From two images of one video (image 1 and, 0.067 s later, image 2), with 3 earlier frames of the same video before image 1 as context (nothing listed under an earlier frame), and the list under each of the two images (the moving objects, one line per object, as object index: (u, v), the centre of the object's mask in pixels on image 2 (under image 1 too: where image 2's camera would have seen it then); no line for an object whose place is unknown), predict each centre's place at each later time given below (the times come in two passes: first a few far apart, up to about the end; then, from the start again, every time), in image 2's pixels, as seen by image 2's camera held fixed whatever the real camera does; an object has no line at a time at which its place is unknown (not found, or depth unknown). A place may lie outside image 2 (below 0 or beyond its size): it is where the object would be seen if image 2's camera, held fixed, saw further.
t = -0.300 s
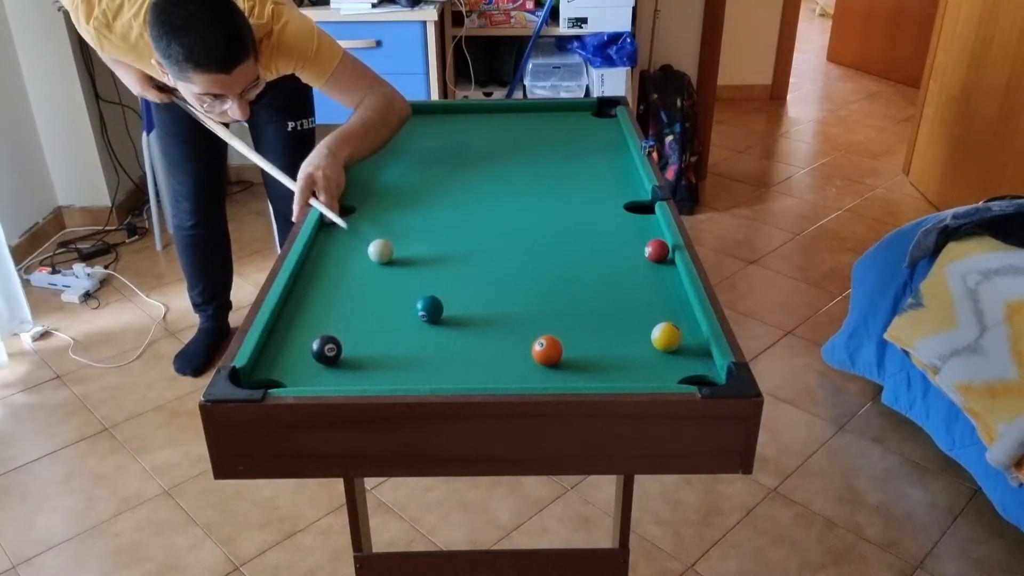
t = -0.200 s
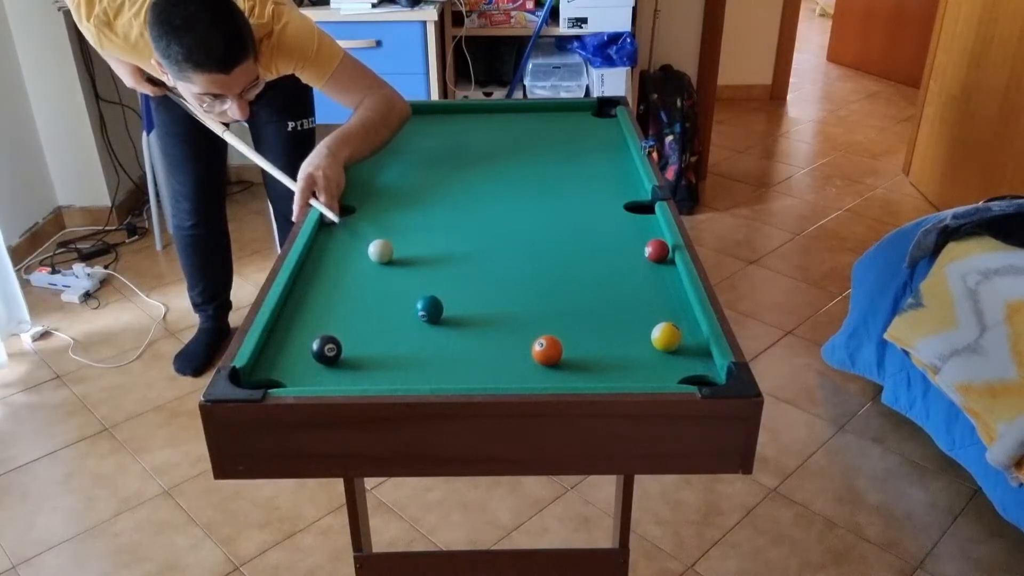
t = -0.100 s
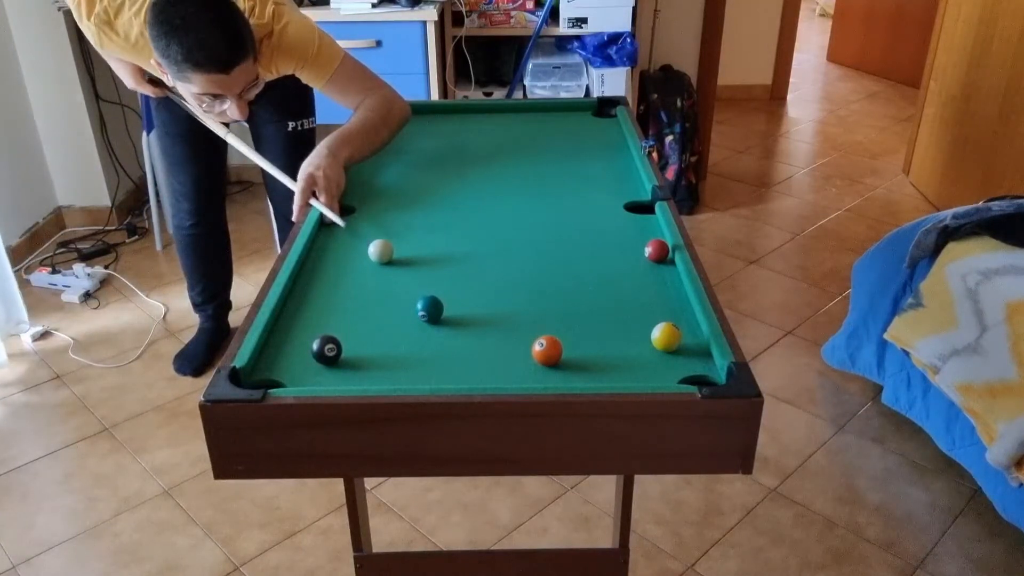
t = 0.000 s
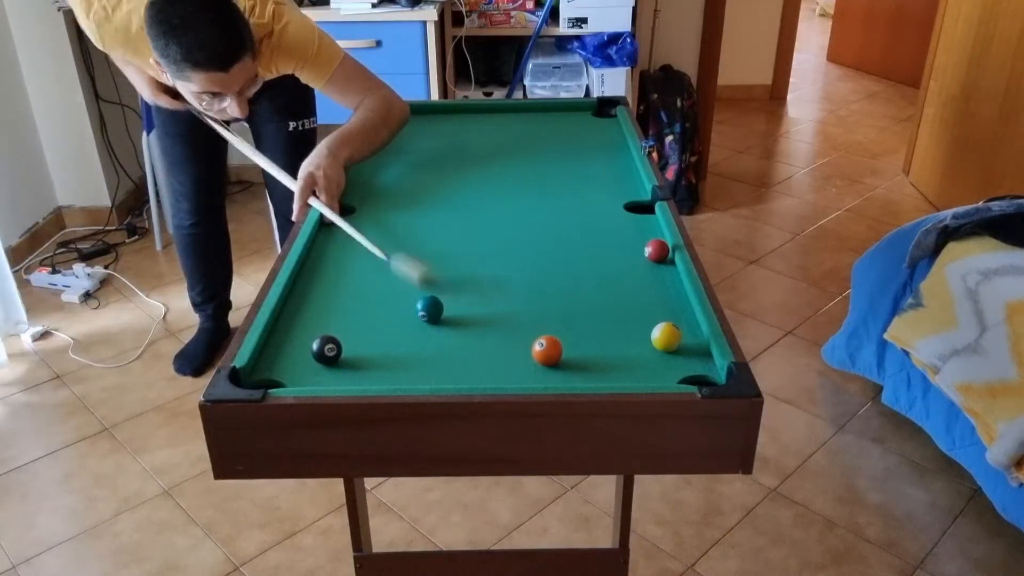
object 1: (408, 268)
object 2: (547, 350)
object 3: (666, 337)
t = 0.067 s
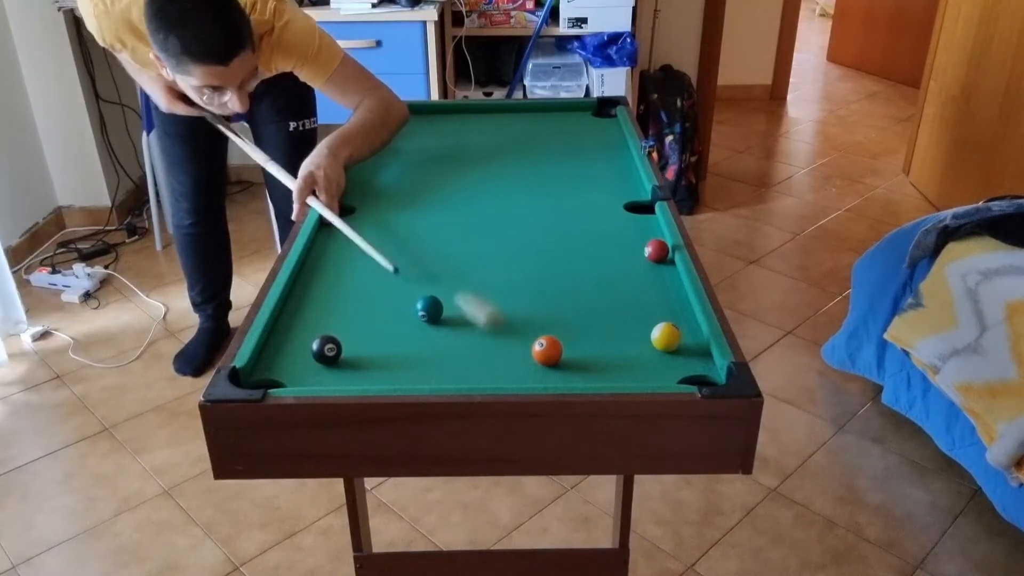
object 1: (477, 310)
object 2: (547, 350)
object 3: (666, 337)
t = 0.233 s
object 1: (515, 360)
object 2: (660, 355)
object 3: (665, 333)
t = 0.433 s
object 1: (506, 369)
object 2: (666, 341)
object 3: (673, 293)
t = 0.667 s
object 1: (491, 349)
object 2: (624, 327)
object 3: (655, 261)
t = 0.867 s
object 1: (481, 336)
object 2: (593, 317)
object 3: (641, 256)
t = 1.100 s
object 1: (473, 321)
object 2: (564, 306)
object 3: (629, 251)
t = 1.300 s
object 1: (468, 311)
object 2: (544, 297)
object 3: (621, 247)
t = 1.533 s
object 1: (464, 301)
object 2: (525, 289)
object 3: (615, 244)
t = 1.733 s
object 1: (461, 295)
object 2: (512, 282)
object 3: (612, 243)
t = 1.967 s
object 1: (458, 288)
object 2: (500, 276)
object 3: (610, 243)
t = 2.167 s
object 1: (457, 283)
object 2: (493, 271)
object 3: (610, 243)
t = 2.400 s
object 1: (458, 279)
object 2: (486, 266)
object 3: (610, 243)
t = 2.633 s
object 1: (458, 276)
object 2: (483, 263)
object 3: (610, 243)
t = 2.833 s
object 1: (458, 275)
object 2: (481, 261)
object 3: (610, 243)
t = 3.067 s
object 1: (459, 275)
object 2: (480, 260)
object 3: (610, 243)
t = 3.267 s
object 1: (460, 275)
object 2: (480, 260)
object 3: (610, 243)
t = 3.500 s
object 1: (460, 275)
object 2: (480, 260)
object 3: (610, 243)
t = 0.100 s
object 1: (511, 332)
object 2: (547, 350)
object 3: (665, 337)
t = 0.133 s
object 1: (520, 341)
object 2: (576, 362)
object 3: (665, 337)
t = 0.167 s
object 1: (516, 348)
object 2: (615, 372)
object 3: (666, 337)
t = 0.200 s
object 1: (516, 353)
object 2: (641, 363)
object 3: (665, 337)
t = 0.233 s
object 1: (515, 360)
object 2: (660, 355)
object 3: (665, 333)
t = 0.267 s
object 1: (515, 365)
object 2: (681, 352)
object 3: (666, 327)
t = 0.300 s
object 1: (515, 371)
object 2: (695, 352)
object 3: (668, 319)
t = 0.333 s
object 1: (515, 374)
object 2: (690, 348)
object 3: (669, 312)
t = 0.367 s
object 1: (511, 372)
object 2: (680, 346)
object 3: (670, 306)
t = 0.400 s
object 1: (508, 371)
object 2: (673, 344)
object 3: (672, 299)
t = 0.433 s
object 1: (506, 369)
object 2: (666, 341)
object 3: (673, 293)
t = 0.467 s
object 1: (503, 366)
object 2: (660, 340)
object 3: (673, 287)
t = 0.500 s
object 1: (501, 363)
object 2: (653, 337)
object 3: (670, 282)
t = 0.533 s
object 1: (499, 360)
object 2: (647, 335)
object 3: (668, 277)
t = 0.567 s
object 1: (497, 358)
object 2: (641, 333)
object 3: (663, 272)
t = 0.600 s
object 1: (495, 355)
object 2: (635, 331)
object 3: (661, 268)
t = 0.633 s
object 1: (493, 352)
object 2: (629, 329)
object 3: (658, 263)
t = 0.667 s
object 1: (491, 349)
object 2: (624, 327)
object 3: (655, 261)
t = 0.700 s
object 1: (489, 347)
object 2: (618, 325)
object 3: (653, 260)
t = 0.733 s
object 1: (488, 345)
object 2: (613, 324)
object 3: (650, 259)
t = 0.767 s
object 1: (486, 342)
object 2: (608, 322)
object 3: (648, 258)
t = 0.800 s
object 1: (484, 340)
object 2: (603, 320)
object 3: (646, 257)
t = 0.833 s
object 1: (483, 338)
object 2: (598, 318)
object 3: (644, 257)
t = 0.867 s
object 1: (481, 336)
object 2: (593, 317)
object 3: (641, 256)
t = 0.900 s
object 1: (480, 333)
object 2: (589, 315)
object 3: (640, 255)
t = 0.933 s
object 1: (479, 331)
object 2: (584, 314)
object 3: (638, 254)
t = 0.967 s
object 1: (477, 329)
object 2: (580, 312)
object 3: (636, 253)
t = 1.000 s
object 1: (476, 327)
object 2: (576, 310)
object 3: (634, 253)
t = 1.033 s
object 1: (475, 325)
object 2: (572, 309)
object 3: (632, 252)
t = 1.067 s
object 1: (474, 323)
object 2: (568, 307)
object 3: (631, 251)
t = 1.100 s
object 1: (473, 321)
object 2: (564, 306)
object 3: (629, 251)
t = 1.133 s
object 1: (472, 320)
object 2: (560, 304)
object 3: (628, 250)
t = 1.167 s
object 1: (471, 318)
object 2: (556, 303)
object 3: (626, 249)
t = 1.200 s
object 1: (469, 316)
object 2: (553, 302)
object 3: (625, 249)
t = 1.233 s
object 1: (469, 314)
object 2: (550, 300)
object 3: (624, 248)
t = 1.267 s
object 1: (468, 313)
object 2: (547, 299)
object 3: (623, 248)
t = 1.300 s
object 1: (468, 311)
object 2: (544, 297)
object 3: (621, 247)
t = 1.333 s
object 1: (467, 309)
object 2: (541, 296)
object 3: (620, 247)
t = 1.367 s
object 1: (467, 308)
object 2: (538, 295)
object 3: (619, 246)
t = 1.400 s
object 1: (466, 306)
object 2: (535, 294)
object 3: (618, 246)
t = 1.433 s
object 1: (466, 305)
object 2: (533, 292)
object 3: (617, 245)
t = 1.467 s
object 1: (465, 304)
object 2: (530, 291)
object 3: (616, 245)
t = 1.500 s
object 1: (465, 302)
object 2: (527, 290)
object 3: (615, 245)
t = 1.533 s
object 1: (464, 301)
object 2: (525, 289)
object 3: (615, 244)
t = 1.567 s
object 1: (463, 300)
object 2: (523, 288)
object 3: (614, 244)
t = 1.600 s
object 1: (463, 299)
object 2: (520, 287)
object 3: (614, 244)
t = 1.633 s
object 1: (462, 298)
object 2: (518, 286)
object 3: (613, 244)
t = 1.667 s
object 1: (462, 296)
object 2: (516, 284)
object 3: (613, 244)
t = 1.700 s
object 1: (461, 295)
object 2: (514, 283)
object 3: (612, 243)
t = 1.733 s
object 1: (461, 295)
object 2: (512, 282)
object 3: (612, 243)
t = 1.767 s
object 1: (460, 293)
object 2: (510, 281)
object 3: (612, 243)
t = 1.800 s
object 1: (460, 292)
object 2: (508, 280)
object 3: (611, 243)
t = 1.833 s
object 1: (459, 291)
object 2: (507, 279)
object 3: (611, 244)
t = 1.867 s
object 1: (459, 290)
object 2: (505, 278)
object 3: (610, 243)
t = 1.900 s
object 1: (459, 289)
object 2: (503, 277)
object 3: (610, 243)
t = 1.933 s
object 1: (459, 288)
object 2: (502, 277)
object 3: (610, 243)
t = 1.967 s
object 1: (458, 288)
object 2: (500, 276)
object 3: (610, 243)
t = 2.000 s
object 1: (458, 287)
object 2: (499, 275)
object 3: (610, 243)
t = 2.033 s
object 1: (458, 286)
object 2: (498, 274)
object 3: (610, 243)
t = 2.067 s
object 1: (458, 285)
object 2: (497, 273)
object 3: (610, 243)
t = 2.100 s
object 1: (457, 284)
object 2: (495, 272)
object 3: (610, 243)
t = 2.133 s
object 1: (457, 284)
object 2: (494, 272)
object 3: (610, 243)
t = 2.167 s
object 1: (457, 283)
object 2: (493, 271)
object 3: (610, 243)
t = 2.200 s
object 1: (457, 282)
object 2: (492, 270)
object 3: (610, 243)
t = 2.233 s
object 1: (457, 281)
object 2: (491, 269)
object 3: (610, 243)
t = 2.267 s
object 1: (457, 281)
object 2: (490, 269)
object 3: (610, 243)
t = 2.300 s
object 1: (457, 280)
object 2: (489, 268)
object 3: (610, 243)
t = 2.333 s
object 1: (458, 280)
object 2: (488, 268)
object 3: (610, 243)
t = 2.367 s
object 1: (458, 279)
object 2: (487, 267)
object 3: (610, 243)
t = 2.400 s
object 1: (458, 279)
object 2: (486, 266)
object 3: (610, 243)
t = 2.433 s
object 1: (458, 278)
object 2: (486, 266)
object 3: (610, 243)
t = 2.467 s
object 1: (458, 278)
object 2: (485, 265)
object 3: (610, 243)
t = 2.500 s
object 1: (458, 277)
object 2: (485, 265)
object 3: (610, 243)
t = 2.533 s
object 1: (458, 277)
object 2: (484, 264)
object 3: (610, 243)
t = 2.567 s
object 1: (458, 277)
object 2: (484, 264)
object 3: (610, 243)
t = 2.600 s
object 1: (457, 276)
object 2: (483, 264)
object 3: (610, 243)
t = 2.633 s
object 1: (458, 276)
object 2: (483, 263)
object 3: (610, 243)
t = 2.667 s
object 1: (457, 276)
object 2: (483, 263)
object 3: (610, 243)
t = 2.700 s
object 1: (457, 276)
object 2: (482, 262)
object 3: (610, 243)
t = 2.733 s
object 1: (458, 276)
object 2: (482, 262)
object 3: (610, 243)
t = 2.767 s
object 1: (458, 276)
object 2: (482, 262)
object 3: (610, 243)
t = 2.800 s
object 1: (458, 275)
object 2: (482, 261)
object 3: (610, 243)
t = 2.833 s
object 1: (458, 275)
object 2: (481, 261)
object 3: (610, 243)
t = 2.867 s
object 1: (458, 275)
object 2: (481, 261)
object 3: (610, 243)
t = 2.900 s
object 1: (458, 275)
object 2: (481, 260)
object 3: (610, 243)
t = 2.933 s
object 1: (459, 275)
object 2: (481, 260)
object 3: (610, 243)
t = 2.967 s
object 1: (459, 275)
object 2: (480, 260)
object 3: (610, 243)
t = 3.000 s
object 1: (459, 275)
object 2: (480, 260)
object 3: (610, 243)
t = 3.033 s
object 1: (459, 275)
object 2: (480, 260)
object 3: (610, 243)
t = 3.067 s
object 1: (459, 275)
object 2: (480, 260)
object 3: (610, 243)
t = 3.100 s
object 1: (459, 275)
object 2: (480, 260)
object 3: (610, 243)
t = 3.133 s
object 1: (459, 275)
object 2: (480, 260)
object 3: (610, 243)
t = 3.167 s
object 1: (459, 275)
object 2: (480, 260)
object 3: (610, 243)
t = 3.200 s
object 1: (460, 275)
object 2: (480, 260)
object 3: (610, 243)
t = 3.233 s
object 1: (460, 275)
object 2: (480, 260)
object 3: (610, 243)
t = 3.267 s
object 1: (460, 275)
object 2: (480, 260)
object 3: (610, 243)
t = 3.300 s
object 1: (460, 275)
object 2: (480, 260)
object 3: (610, 243)
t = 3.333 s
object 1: (460, 275)
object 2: (480, 260)
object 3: (610, 243)
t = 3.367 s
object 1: (460, 275)
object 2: (480, 260)
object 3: (610, 243)
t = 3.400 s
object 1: (460, 275)
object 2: (480, 260)
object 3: (610, 243)
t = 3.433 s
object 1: (460, 275)
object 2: (480, 260)
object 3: (610, 243)
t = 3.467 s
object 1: (460, 275)
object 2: (480, 260)
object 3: (610, 243)
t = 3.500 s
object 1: (460, 275)
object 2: (480, 260)
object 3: (610, 243)
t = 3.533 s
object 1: (460, 275)
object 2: (480, 260)
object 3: (610, 243)
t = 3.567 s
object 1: (460, 275)
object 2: (480, 260)
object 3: (610, 243)
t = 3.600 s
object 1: (460, 275)
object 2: (480, 260)
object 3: (610, 243)
